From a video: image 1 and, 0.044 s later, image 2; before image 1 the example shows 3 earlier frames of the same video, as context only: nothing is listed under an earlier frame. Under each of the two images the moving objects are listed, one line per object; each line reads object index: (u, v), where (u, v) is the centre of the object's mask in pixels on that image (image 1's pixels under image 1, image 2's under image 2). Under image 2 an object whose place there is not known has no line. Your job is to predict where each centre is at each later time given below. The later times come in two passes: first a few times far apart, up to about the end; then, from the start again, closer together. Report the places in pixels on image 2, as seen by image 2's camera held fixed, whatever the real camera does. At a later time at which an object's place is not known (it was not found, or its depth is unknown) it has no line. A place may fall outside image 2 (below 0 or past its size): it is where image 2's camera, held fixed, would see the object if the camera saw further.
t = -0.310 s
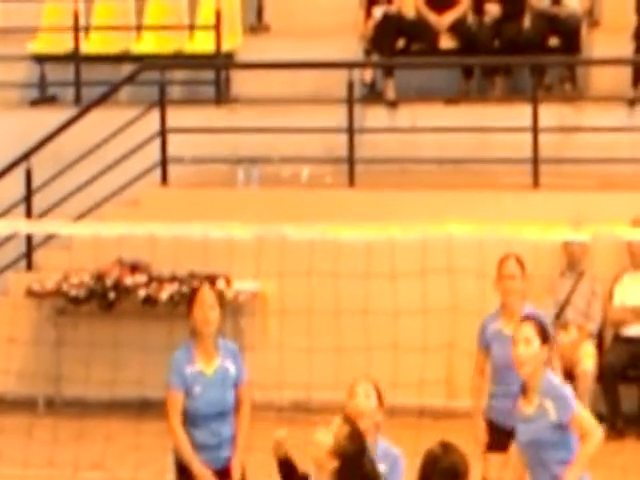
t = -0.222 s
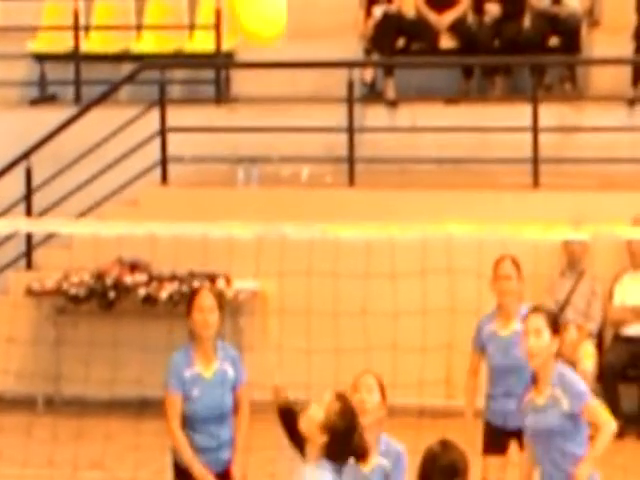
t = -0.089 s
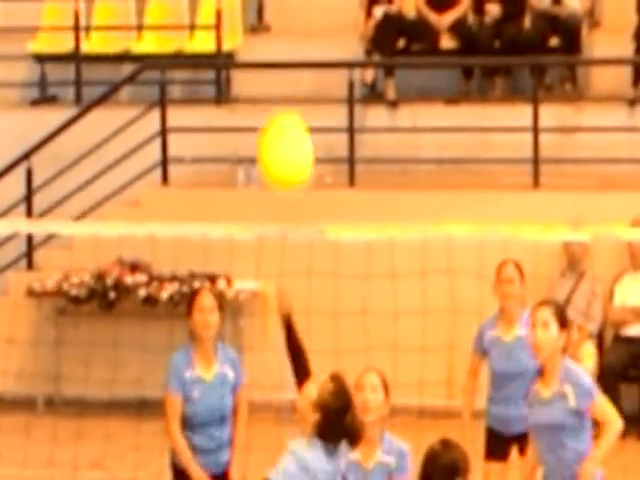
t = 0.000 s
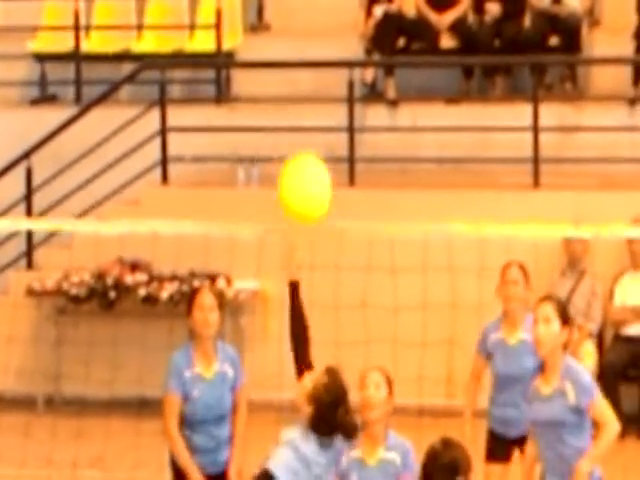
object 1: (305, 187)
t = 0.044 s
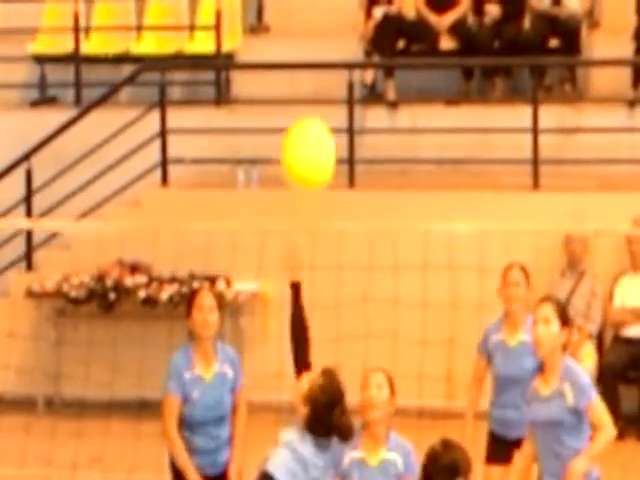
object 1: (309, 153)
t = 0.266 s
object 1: (333, 69)
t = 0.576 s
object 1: (365, 182)
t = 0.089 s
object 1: (314, 125)
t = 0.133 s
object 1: (318, 105)
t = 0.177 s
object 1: (323, 87)
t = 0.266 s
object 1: (333, 69)
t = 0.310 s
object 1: (338, 71)
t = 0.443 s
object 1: (351, 106)
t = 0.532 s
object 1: (360, 154)
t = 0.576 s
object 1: (365, 182)
